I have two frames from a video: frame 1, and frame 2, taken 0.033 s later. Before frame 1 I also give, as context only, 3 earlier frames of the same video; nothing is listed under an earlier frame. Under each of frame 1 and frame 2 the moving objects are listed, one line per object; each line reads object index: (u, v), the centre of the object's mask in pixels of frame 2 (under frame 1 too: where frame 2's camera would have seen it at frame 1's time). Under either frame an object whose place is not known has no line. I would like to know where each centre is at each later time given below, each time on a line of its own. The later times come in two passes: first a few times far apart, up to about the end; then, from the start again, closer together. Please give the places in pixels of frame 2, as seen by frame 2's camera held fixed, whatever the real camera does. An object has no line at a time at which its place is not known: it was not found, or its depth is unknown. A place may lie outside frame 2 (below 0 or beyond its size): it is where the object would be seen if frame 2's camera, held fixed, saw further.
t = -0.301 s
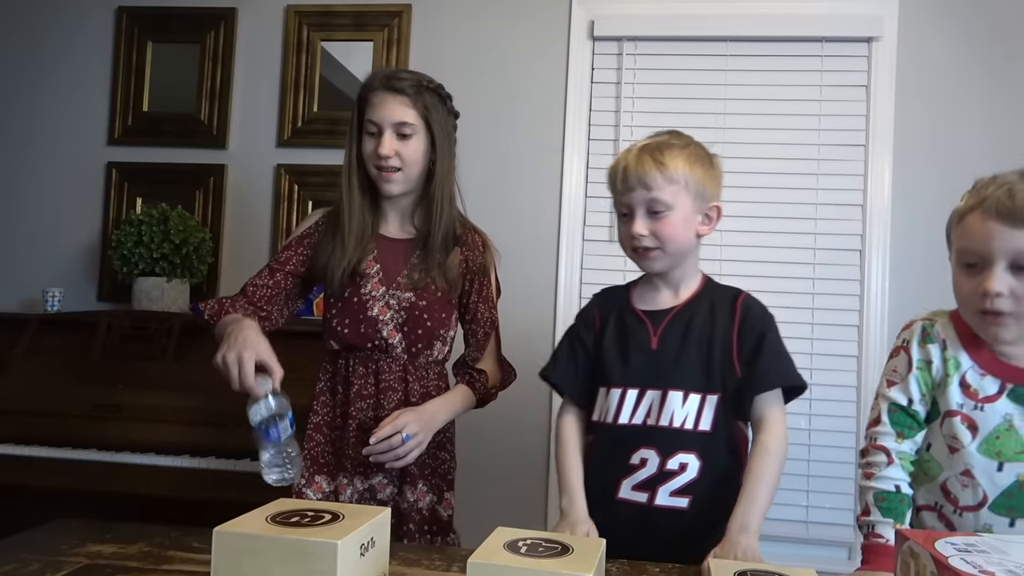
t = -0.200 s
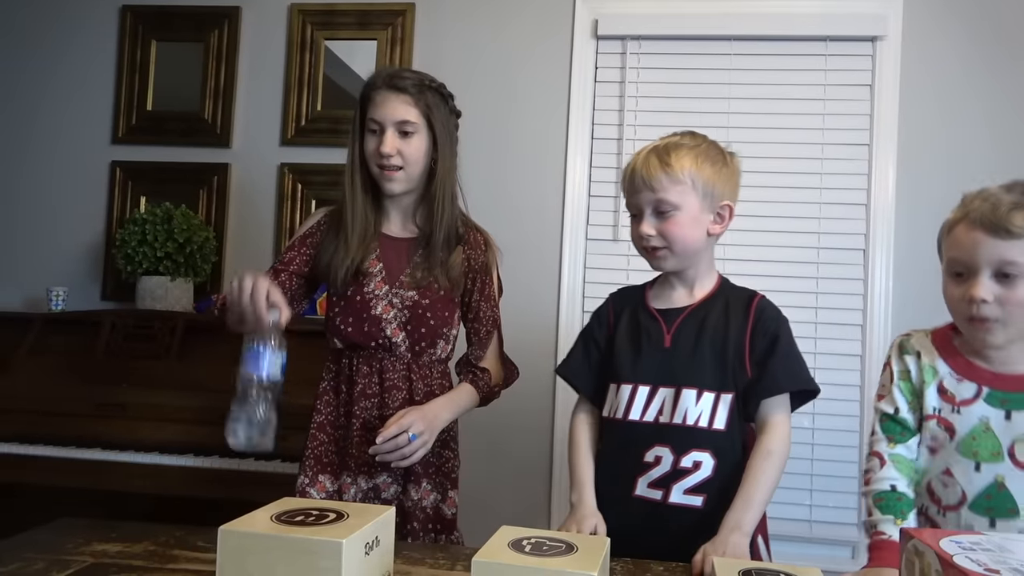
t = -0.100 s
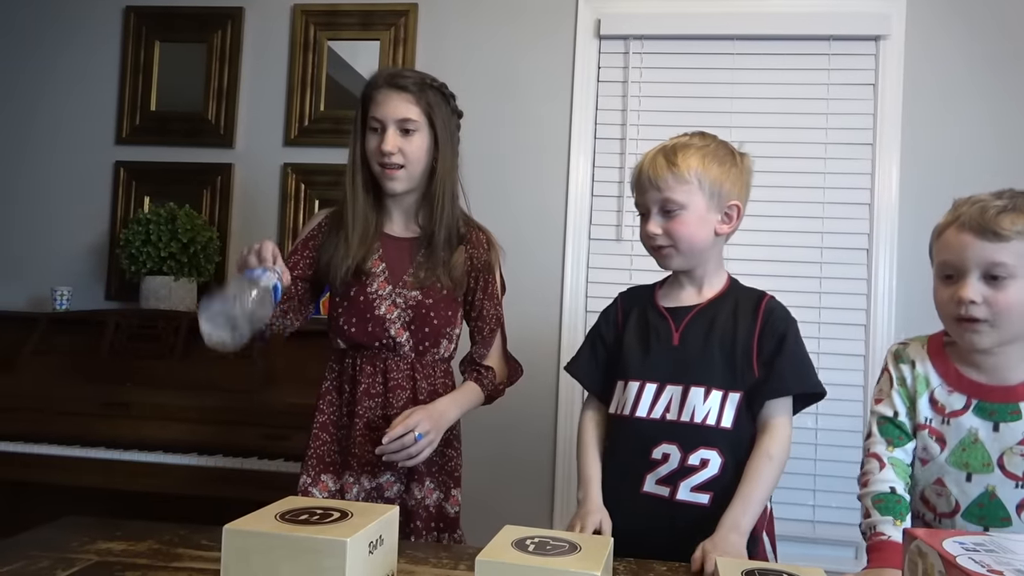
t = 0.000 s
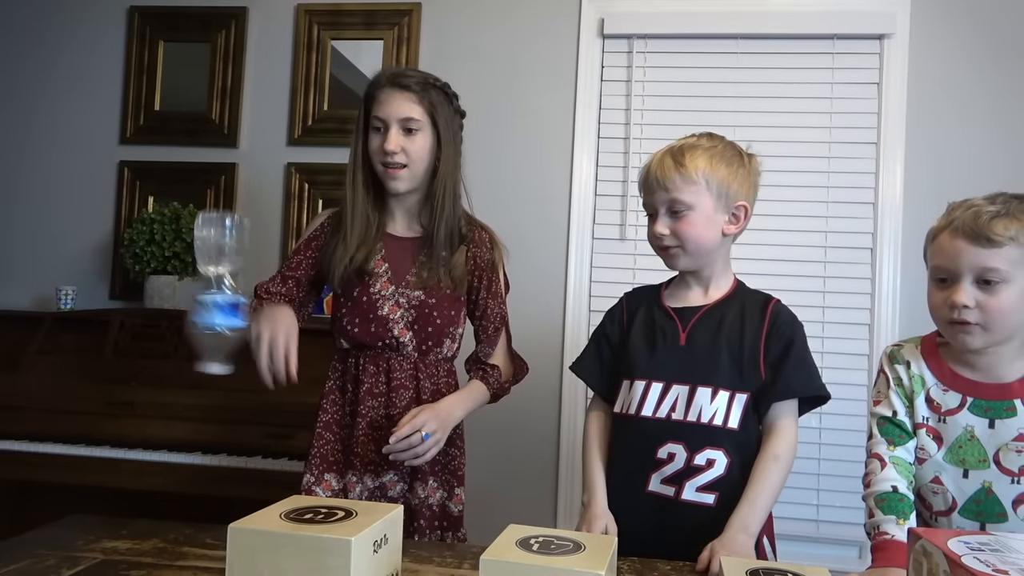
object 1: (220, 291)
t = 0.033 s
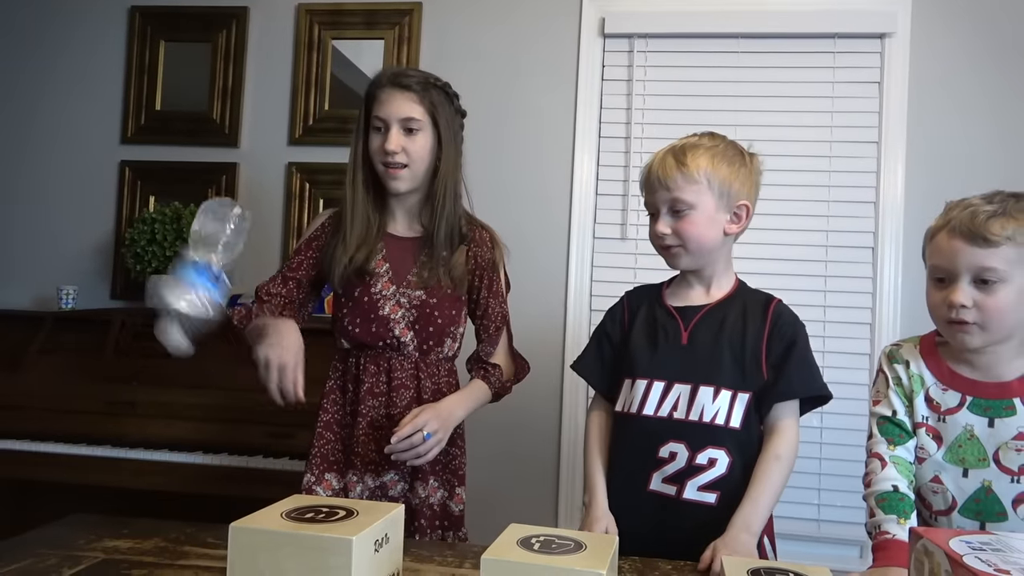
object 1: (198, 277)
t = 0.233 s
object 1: (163, 373)
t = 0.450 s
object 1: (132, 514)
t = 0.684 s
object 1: (136, 510)
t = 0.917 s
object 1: (155, 505)
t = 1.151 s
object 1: (149, 506)
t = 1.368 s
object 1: (149, 501)
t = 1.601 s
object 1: (148, 495)
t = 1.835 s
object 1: (146, 489)
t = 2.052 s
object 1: (146, 485)
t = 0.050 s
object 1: (193, 267)
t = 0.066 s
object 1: (186, 254)
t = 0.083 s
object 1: (182, 244)
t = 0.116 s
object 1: (182, 239)
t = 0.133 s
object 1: (182, 247)
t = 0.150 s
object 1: (181, 259)
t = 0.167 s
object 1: (177, 275)
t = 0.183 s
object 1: (174, 294)
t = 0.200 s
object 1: (171, 316)
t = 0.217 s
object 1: (167, 342)
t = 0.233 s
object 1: (163, 373)
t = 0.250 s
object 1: (158, 406)
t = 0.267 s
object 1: (154, 439)
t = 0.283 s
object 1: (147, 485)
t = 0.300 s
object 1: (143, 506)
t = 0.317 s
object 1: (141, 509)
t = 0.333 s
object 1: (139, 510)
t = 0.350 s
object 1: (137, 511)
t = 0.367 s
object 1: (136, 511)
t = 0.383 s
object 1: (135, 512)
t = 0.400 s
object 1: (135, 512)
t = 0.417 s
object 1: (134, 513)
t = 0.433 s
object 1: (133, 513)
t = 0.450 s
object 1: (132, 514)
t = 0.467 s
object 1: (131, 514)
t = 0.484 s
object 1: (129, 514)
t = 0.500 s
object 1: (127, 515)
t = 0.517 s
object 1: (125, 515)
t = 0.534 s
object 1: (123, 515)
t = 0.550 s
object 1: (121, 515)
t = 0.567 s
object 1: (121, 515)
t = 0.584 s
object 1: (121, 515)
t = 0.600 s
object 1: (121, 515)
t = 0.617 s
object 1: (123, 514)
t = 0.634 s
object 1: (125, 514)
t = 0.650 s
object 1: (128, 513)
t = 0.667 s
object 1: (132, 512)
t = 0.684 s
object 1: (136, 510)
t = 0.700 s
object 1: (140, 510)
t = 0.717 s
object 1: (144, 509)
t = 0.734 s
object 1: (147, 508)
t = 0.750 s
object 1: (150, 508)
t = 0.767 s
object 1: (149, 507)
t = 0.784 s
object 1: (148, 505)
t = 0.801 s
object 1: (147, 505)
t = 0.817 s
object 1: (146, 505)
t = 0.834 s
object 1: (145, 505)
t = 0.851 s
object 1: (146, 505)
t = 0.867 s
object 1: (149, 505)
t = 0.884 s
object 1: (152, 505)
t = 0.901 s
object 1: (155, 505)
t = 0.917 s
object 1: (155, 505)
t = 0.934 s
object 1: (154, 505)
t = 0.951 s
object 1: (152, 505)
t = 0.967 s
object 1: (149, 506)
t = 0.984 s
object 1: (148, 506)
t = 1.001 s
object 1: (149, 506)
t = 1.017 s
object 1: (150, 506)
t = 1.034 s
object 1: (149, 506)
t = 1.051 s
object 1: (149, 506)
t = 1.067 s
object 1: (149, 506)
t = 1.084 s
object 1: (149, 506)
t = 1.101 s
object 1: (149, 506)
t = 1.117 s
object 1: (148, 507)
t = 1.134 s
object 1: (148, 507)
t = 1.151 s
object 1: (149, 506)
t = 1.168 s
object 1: (149, 506)
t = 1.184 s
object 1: (149, 507)
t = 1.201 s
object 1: (148, 506)
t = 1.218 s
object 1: (148, 506)
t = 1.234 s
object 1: (149, 506)
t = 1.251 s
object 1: (149, 505)
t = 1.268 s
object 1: (149, 505)
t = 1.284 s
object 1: (149, 504)
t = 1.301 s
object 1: (149, 504)
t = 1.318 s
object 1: (149, 503)
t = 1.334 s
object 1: (149, 503)
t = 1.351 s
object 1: (149, 502)
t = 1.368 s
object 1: (149, 501)
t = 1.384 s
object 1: (149, 501)
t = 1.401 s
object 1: (149, 500)
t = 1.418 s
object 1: (149, 500)
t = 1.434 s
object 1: (149, 499)
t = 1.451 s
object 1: (149, 499)
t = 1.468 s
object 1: (149, 498)
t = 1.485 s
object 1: (149, 498)
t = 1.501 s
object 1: (148, 497)
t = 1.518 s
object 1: (148, 497)
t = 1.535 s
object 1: (149, 496)
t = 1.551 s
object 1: (148, 496)
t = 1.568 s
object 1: (148, 496)
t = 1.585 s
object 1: (148, 495)
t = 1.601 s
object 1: (148, 495)
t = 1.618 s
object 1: (148, 494)
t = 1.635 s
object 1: (148, 494)
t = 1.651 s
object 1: (148, 493)
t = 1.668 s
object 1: (148, 493)
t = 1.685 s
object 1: (148, 493)
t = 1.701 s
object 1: (147, 492)
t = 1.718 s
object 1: (147, 492)
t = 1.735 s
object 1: (147, 491)
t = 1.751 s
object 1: (147, 491)
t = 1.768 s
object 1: (147, 490)
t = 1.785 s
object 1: (147, 490)
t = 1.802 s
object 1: (147, 490)
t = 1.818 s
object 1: (147, 489)
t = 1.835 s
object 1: (146, 489)
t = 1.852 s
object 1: (147, 488)
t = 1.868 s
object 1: (147, 488)
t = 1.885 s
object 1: (147, 488)
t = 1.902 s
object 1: (146, 488)
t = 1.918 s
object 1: (146, 487)
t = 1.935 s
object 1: (146, 487)
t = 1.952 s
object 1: (147, 486)
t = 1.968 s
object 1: (146, 486)
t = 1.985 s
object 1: (147, 485)
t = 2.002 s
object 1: (146, 485)
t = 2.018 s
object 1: (146, 485)
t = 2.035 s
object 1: (146, 485)
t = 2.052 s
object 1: (146, 485)
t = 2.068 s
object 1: (147, 485)
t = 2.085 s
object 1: (147, 485)
